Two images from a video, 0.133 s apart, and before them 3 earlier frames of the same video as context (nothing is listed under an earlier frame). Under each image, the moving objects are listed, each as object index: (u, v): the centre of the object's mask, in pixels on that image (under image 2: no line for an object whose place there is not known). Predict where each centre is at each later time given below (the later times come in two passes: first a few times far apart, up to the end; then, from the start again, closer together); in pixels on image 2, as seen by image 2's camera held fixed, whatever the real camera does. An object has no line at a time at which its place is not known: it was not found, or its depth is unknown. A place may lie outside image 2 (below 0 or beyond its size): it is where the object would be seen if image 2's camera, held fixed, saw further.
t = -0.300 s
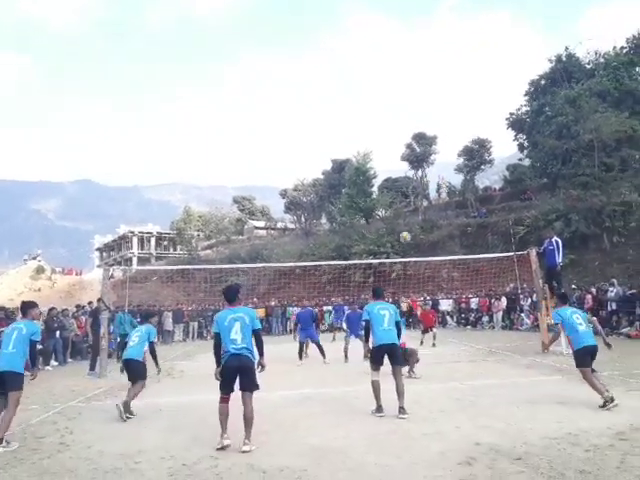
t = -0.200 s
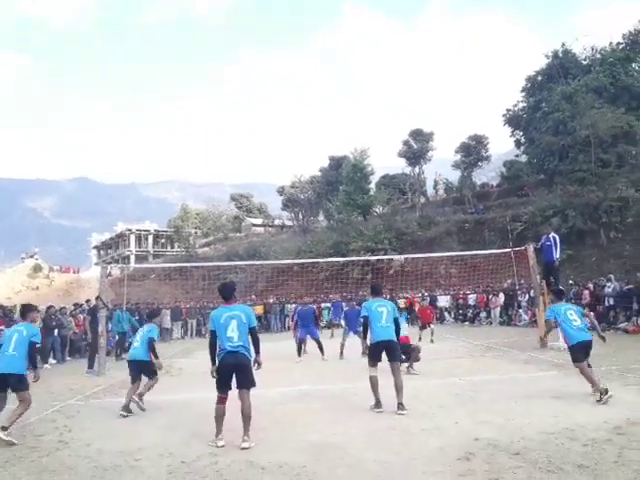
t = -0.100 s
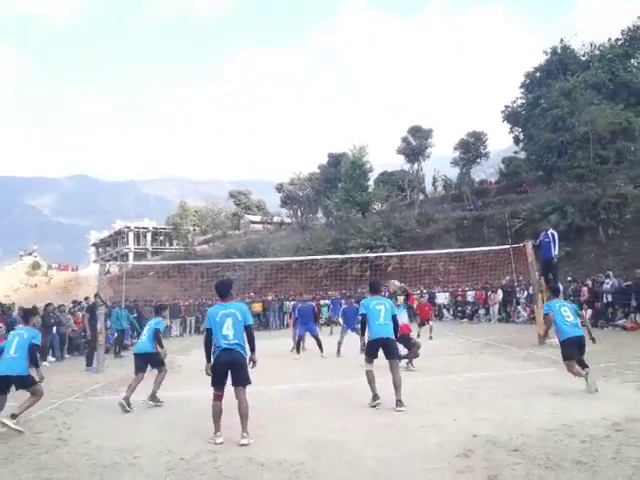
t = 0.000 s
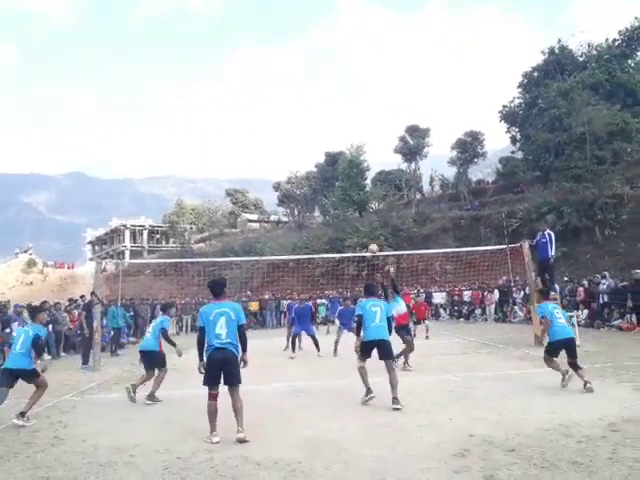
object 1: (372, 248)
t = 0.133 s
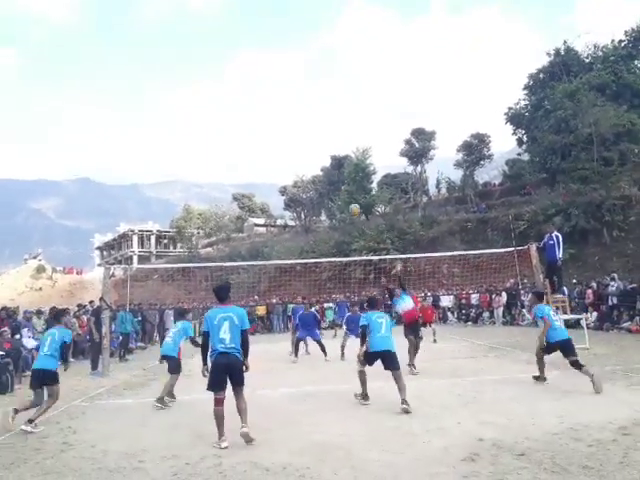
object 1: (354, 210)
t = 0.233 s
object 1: (336, 183)
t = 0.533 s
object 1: (282, 135)
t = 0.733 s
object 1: (248, 127)
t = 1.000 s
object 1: (204, 147)
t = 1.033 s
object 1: (199, 152)
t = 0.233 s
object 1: (336, 183)
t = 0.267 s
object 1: (330, 174)
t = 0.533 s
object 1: (282, 135)
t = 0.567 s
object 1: (276, 132)
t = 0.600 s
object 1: (270, 130)
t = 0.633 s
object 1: (265, 128)
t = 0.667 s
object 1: (259, 127)
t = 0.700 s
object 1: (253, 127)
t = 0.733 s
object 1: (248, 127)
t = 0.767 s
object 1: (243, 127)
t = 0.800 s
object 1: (238, 128)
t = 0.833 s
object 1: (232, 130)
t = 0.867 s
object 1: (226, 132)
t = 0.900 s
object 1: (221, 135)
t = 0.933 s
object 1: (216, 138)
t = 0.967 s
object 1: (210, 142)
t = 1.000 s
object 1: (204, 147)
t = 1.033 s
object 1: (199, 152)
